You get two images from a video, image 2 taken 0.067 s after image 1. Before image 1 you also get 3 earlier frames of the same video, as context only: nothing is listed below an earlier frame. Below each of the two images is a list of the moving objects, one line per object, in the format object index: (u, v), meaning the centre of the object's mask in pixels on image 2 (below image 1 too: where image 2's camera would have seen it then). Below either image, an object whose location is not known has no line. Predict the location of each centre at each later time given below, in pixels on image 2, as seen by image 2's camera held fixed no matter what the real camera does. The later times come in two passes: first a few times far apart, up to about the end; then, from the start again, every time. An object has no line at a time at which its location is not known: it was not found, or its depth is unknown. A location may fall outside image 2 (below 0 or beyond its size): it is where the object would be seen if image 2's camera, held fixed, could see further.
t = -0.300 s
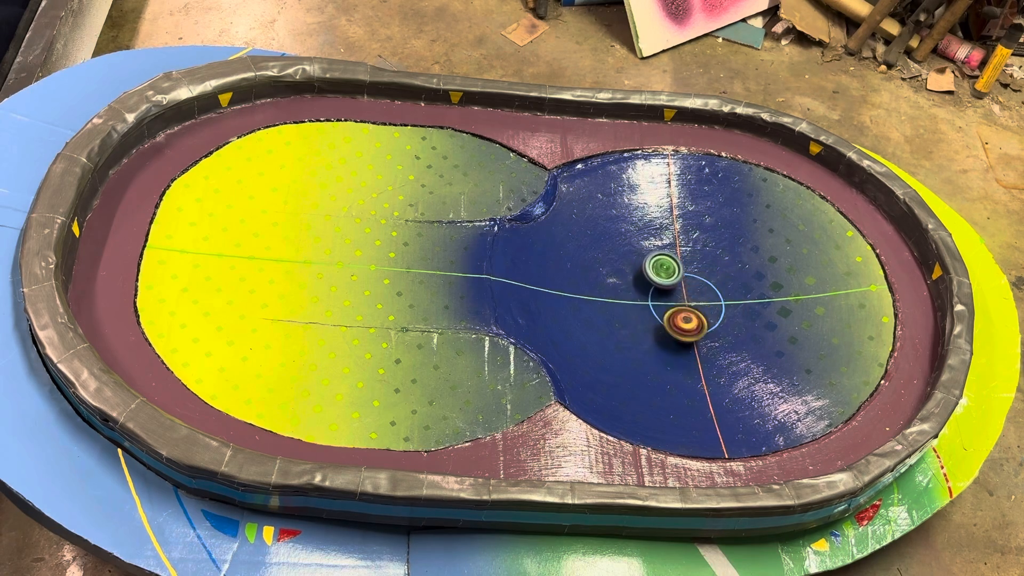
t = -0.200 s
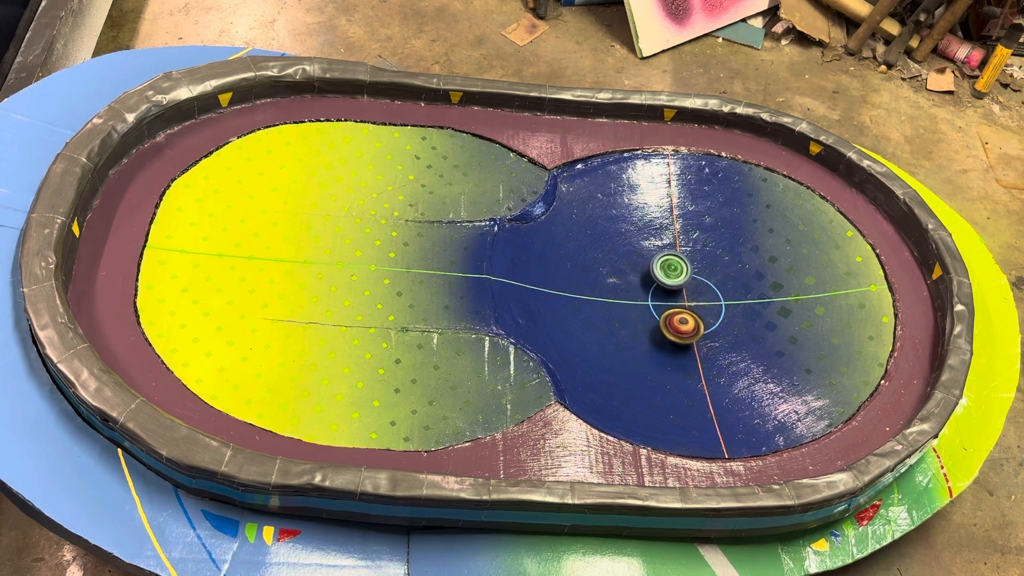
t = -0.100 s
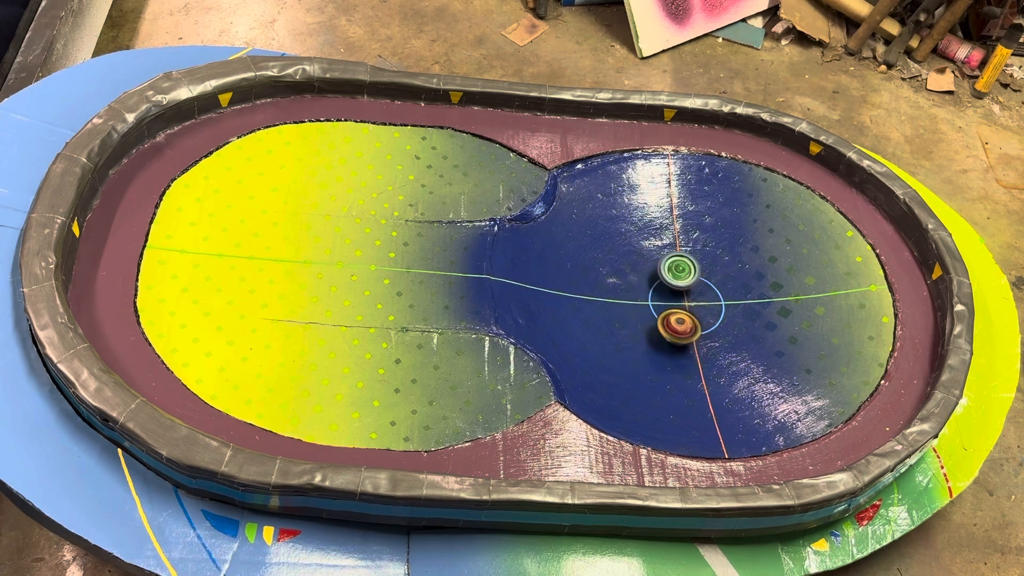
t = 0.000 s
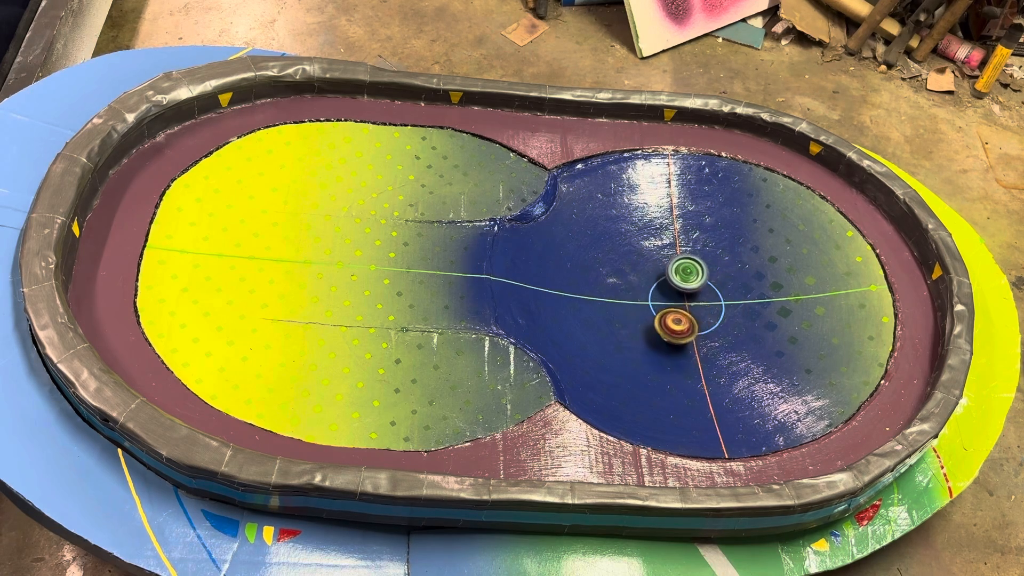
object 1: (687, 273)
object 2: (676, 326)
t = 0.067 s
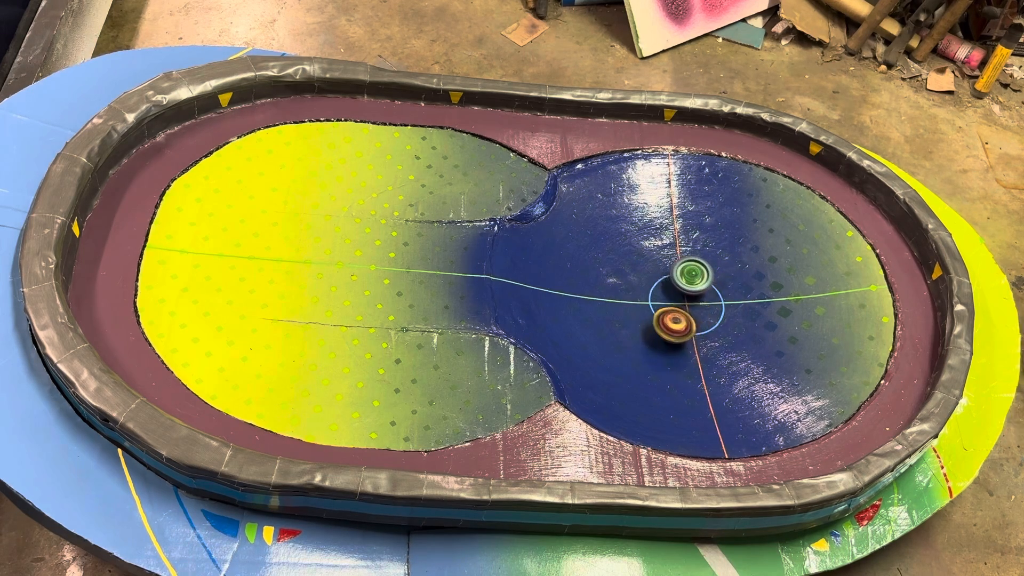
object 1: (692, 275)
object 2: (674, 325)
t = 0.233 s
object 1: (704, 284)
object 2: (672, 320)
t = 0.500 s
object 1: (717, 299)
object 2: (671, 311)
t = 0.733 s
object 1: (718, 312)
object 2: (664, 306)
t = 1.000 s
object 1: (719, 332)
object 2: (660, 287)
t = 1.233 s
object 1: (746, 371)
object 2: (622, 220)
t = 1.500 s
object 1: (730, 365)
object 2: (631, 213)
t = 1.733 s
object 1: (707, 347)
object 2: (656, 229)
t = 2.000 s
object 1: (691, 319)
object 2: (695, 281)
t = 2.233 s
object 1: (662, 345)
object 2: (752, 261)
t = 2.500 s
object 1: (670, 340)
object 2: (754, 262)
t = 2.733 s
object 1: (693, 334)
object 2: (731, 268)
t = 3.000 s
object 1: (713, 329)
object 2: (689, 270)
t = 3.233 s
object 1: (724, 326)
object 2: (665, 267)
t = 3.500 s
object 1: (728, 322)
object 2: (659, 256)
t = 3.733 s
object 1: (723, 313)
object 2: (666, 258)
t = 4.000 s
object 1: (709, 301)
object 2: (674, 273)
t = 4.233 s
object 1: (718, 311)
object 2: (650, 258)
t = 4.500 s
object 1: (715, 310)
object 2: (644, 251)
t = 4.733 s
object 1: (705, 306)
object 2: (650, 258)
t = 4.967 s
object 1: (693, 300)
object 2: (655, 272)
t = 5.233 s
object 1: (697, 301)
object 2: (634, 269)
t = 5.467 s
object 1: (698, 298)
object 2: (631, 268)
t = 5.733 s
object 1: (693, 296)
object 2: (643, 276)
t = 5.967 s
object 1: (695, 295)
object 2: (651, 292)
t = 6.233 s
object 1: (702, 296)
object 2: (637, 296)
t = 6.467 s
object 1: (702, 296)
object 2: (638, 290)
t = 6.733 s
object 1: (702, 297)
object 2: (653, 288)
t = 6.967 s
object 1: (710, 300)
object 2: (646, 284)
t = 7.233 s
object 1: (707, 305)
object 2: (650, 289)
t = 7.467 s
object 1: (702, 305)
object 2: (655, 294)
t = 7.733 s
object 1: (699, 305)
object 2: (650, 292)
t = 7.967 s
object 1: (726, 317)
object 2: (633, 277)
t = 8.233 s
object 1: (725, 320)
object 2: (650, 290)
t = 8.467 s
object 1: (713, 318)
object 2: (657, 305)
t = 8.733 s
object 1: (704, 307)
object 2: (656, 301)
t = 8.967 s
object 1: (712, 301)
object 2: (658, 293)
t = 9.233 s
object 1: (718, 304)
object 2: (666, 288)
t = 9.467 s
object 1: (712, 307)
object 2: (673, 294)
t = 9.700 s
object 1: (714, 311)
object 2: (652, 287)
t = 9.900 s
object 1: (710, 304)
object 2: (661, 281)
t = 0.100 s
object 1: (695, 277)
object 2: (674, 324)
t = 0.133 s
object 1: (697, 279)
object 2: (673, 323)
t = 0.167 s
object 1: (700, 280)
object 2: (673, 322)
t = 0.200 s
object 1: (702, 282)
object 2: (673, 321)
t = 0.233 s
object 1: (704, 284)
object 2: (672, 320)
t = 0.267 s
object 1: (705, 285)
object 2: (672, 319)
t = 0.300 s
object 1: (707, 287)
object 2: (672, 318)
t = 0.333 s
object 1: (709, 289)
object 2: (672, 317)
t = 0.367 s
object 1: (710, 291)
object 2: (672, 315)
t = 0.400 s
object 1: (711, 293)
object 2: (673, 314)
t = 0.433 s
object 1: (712, 296)
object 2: (674, 313)
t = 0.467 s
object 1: (714, 297)
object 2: (674, 312)
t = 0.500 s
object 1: (717, 299)
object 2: (671, 311)
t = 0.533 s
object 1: (719, 301)
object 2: (669, 311)
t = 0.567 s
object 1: (719, 302)
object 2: (668, 310)
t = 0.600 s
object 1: (719, 304)
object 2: (666, 309)
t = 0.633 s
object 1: (719, 306)
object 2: (665, 308)
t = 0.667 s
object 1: (719, 308)
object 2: (665, 307)
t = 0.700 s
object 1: (719, 310)
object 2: (664, 306)
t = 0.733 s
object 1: (718, 312)
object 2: (664, 306)
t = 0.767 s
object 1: (718, 314)
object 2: (663, 305)
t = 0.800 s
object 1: (717, 315)
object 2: (664, 304)
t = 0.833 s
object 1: (716, 316)
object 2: (665, 303)
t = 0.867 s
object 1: (715, 318)
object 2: (666, 302)
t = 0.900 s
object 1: (714, 319)
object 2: (667, 301)
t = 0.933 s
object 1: (712, 320)
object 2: (668, 300)
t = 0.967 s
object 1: (710, 322)
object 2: (669, 299)
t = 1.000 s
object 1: (719, 332)
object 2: (660, 287)
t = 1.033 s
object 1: (727, 342)
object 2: (652, 274)
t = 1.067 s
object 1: (734, 350)
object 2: (645, 262)
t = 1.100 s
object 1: (739, 357)
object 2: (638, 251)
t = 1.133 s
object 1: (743, 363)
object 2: (631, 241)
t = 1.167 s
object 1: (745, 367)
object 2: (627, 232)
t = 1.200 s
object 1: (746, 369)
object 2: (624, 225)
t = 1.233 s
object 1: (746, 371)
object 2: (622, 220)
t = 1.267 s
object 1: (745, 371)
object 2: (621, 217)
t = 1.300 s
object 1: (745, 372)
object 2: (621, 215)
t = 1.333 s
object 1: (743, 371)
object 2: (622, 213)
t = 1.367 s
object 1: (741, 371)
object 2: (623, 212)
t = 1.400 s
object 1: (739, 370)
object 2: (624, 212)
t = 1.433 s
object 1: (736, 369)
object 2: (626, 212)
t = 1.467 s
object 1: (733, 368)
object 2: (629, 212)
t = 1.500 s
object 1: (730, 365)
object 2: (631, 213)
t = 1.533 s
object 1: (727, 363)
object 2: (634, 214)
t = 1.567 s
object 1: (723, 361)
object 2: (638, 215)
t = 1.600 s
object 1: (720, 359)
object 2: (641, 217)
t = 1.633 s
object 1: (716, 356)
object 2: (644, 219)
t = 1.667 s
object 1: (713, 353)
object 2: (648, 222)
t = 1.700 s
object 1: (711, 351)
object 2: (652, 225)
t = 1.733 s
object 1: (707, 347)
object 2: (656, 229)
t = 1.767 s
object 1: (704, 344)
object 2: (661, 234)
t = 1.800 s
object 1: (702, 341)
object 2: (666, 239)
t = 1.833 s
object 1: (699, 337)
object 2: (670, 245)
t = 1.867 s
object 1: (697, 334)
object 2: (675, 252)
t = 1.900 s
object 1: (696, 330)
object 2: (681, 259)
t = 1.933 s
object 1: (694, 326)
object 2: (686, 266)
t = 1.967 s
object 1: (692, 323)
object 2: (690, 273)
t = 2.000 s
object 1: (691, 319)
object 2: (695, 281)
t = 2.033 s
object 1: (688, 321)
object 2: (704, 281)
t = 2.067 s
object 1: (682, 328)
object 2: (715, 276)
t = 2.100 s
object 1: (676, 334)
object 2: (724, 273)
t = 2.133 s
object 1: (671, 339)
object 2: (732, 270)
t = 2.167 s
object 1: (667, 342)
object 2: (740, 267)
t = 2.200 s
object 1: (664, 344)
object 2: (747, 263)
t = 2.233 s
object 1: (662, 345)
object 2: (752, 261)
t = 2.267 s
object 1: (660, 346)
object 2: (757, 259)
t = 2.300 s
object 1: (659, 346)
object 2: (759, 258)
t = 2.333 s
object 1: (659, 345)
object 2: (760, 258)
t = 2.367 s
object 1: (660, 344)
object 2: (759, 258)
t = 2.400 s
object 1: (662, 342)
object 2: (758, 259)
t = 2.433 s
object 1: (665, 341)
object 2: (757, 260)
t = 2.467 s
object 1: (667, 340)
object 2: (756, 260)
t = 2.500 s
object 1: (670, 340)
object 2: (754, 262)
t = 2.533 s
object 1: (674, 339)
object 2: (752, 263)
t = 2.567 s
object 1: (677, 338)
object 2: (748, 264)
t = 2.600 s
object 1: (681, 337)
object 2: (745, 266)
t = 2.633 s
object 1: (684, 337)
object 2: (742, 267)
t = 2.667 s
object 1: (687, 336)
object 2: (738, 267)
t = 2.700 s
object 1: (690, 335)
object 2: (735, 268)
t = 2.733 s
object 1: (693, 334)
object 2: (731, 268)
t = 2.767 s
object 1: (696, 334)
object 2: (726, 268)
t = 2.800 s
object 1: (699, 333)
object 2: (721, 269)
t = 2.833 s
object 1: (701, 332)
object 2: (717, 269)
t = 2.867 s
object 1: (704, 331)
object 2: (711, 269)
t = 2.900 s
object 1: (706, 331)
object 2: (706, 270)
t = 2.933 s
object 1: (708, 330)
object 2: (700, 269)
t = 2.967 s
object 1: (710, 330)
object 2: (694, 270)
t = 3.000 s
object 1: (713, 329)
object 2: (689, 270)
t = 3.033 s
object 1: (714, 328)
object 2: (684, 270)
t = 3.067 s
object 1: (716, 328)
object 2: (680, 270)
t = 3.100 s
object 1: (718, 328)
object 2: (676, 269)
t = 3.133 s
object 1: (719, 327)
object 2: (672, 269)
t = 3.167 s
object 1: (721, 327)
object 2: (670, 268)
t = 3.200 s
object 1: (723, 326)
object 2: (667, 267)
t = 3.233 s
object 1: (724, 326)
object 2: (665, 267)
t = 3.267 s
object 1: (725, 325)
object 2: (663, 266)
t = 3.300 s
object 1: (726, 324)
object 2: (662, 264)
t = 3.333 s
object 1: (726, 324)
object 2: (661, 263)
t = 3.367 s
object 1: (727, 324)
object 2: (660, 261)
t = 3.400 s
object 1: (727, 324)
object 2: (659, 260)
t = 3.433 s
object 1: (728, 323)
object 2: (659, 258)
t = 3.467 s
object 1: (728, 323)
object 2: (659, 257)
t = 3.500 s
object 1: (728, 322)
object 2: (659, 256)
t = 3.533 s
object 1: (728, 321)
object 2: (660, 256)
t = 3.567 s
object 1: (727, 320)
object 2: (661, 256)
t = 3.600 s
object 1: (727, 319)
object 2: (662, 256)
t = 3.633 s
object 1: (726, 317)
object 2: (663, 256)
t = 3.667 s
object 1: (725, 316)
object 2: (664, 257)
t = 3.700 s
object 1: (724, 314)
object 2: (665, 257)
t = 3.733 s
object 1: (723, 313)
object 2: (666, 258)
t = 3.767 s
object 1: (722, 311)
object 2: (668, 260)
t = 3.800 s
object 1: (720, 310)
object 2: (669, 261)
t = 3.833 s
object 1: (719, 308)
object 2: (670, 263)
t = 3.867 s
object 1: (717, 307)
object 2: (672, 264)
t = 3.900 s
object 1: (714, 305)
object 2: (672, 266)
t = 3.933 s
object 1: (712, 304)
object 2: (673, 269)
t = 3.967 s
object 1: (711, 302)
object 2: (673, 271)
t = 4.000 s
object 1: (709, 301)
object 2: (674, 273)
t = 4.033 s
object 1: (709, 301)
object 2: (671, 272)
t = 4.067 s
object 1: (712, 305)
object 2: (666, 268)
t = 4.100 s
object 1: (715, 308)
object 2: (661, 265)
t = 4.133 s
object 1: (716, 310)
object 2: (658, 262)
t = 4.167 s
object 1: (717, 311)
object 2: (654, 260)
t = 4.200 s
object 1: (717, 311)
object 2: (652, 259)
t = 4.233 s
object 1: (718, 311)
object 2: (650, 258)
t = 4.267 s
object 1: (718, 311)
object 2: (649, 257)
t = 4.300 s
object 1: (718, 311)
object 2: (648, 256)
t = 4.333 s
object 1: (718, 311)
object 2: (646, 256)
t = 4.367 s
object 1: (718, 311)
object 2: (645, 254)
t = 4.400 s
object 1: (717, 311)
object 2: (644, 253)
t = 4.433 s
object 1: (716, 310)
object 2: (644, 252)
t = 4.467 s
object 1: (716, 310)
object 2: (643, 251)
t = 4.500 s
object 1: (715, 310)
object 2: (644, 251)
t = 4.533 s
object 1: (713, 309)
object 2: (644, 251)
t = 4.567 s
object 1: (712, 309)
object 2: (644, 252)
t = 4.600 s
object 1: (710, 309)
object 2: (645, 252)
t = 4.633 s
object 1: (709, 308)
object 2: (646, 253)
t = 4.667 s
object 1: (708, 307)
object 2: (647, 255)
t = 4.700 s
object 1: (706, 307)
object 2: (649, 256)
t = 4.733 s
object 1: (705, 306)
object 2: (650, 258)
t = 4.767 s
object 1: (703, 306)
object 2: (651, 260)
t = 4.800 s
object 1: (701, 304)
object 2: (652, 262)
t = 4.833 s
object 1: (699, 304)
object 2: (653, 264)
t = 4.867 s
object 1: (697, 303)
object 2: (654, 266)
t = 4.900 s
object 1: (696, 302)
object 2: (654, 268)
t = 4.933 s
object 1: (694, 300)
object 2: (654, 270)
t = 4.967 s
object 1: (693, 300)
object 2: (655, 272)
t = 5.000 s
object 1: (692, 298)
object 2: (654, 274)
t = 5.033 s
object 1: (691, 297)
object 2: (653, 275)
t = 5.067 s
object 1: (692, 298)
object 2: (651, 274)
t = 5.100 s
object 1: (694, 300)
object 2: (647, 273)
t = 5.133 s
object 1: (696, 302)
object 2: (643, 271)
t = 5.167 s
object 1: (696, 302)
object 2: (640, 271)
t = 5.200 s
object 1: (697, 301)
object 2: (637, 270)
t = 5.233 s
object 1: (697, 301)
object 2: (634, 269)
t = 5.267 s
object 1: (697, 300)
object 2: (633, 268)
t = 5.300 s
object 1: (697, 300)
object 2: (632, 268)
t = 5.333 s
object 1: (698, 299)
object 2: (632, 268)
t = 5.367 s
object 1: (698, 299)
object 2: (631, 268)
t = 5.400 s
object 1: (698, 299)
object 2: (631, 268)
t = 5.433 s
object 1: (698, 298)
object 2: (631, 269)
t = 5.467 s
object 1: (698, 298)
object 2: (631, 268)
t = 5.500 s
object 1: (698, 297)
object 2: (632, 268)
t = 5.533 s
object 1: (697, 296)
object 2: (634, 268)
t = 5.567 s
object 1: (696, 296)
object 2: (636, 269)
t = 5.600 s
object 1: (695, 295)
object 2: (638, 270)
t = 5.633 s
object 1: (694, 294)
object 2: (639, 271)
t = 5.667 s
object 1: (693, 294)
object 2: (640, 272)
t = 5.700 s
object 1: (692, 295)
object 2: (641, 274)
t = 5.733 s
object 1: (693, 296)
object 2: (643, 276)
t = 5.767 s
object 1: (693, 296)
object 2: (645, 278)
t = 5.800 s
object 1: (693, 297)
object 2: (647, 280)
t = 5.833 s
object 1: (694, 297)
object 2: (648, 283)
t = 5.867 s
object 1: (695, 297)
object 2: (650, 286)
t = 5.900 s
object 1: (694, 296)
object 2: (651, 289)
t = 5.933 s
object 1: (695, 296)
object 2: (652, 290)
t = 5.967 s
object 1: (695, 295)
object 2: (651, 292)
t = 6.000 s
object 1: (696, 295)
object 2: (651, 293)
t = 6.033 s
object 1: (698, 296)
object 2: (648, 295)
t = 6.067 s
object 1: (699, 296)
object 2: (645, 295)
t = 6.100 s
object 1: (700, 297)
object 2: (643, 296)
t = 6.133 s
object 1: (701, 296)
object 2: (642, 297)
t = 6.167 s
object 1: (702, 296)
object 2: (639, 297)
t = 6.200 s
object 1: (702, 296)
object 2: (638, 296)
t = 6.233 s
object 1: (702, 296)
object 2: (637, 296)
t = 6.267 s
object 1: (701, 296)
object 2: (636, 296)
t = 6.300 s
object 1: (701, 297)
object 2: (636, 294)
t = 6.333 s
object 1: (701, 296)
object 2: (635, 294)
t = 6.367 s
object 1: (701, 296)
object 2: (636, 292)
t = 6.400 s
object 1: (702, 296)
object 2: (636, 292)
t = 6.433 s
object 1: (702, 296)
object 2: (637, 290)
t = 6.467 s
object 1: (702, 296)
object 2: (638, 290)
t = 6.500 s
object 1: (701, 296)
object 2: (639, 289)
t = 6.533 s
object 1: (701, 296)
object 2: (641, 289)
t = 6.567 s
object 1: (700, 296)
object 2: (643, 288)
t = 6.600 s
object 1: (700, 296)
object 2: (645, 288)
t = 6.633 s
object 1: (700, 296)
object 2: (648, 288)
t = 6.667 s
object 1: (699, 296)
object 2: (652, 289)
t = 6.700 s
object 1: (699, 296)
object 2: (654, 289)
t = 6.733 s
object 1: (702, 297)
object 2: (653, 288)
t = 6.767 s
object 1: (706, 298)
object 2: (652, 285)
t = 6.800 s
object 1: (708, 299)
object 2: (649, 284)
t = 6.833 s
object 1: (709, 299)
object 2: (648, 282)
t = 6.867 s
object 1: (710, 299)
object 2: (648, 283)
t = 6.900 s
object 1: (710, 299)
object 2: (647, 283)
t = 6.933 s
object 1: (710, 299)
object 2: (647, 284)
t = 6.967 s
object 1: (710, 300)
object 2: (646, 284)
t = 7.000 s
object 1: (709, 301)
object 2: (645, 284)
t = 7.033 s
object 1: (709, 301)
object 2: (645, 284)
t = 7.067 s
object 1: (708, 302)
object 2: (646, 285)
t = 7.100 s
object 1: (708, 302)
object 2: (646, 285)
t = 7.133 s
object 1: (707, 303)
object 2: (647, 286)
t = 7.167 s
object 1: (707, 304)
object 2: (647, 286)
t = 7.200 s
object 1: (707, 305)
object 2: (649, 288)
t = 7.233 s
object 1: (707, 305)
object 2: (650, 289)
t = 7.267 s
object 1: (706, 305)
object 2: (650, 289)
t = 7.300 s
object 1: (706, 305)
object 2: (652, 290)
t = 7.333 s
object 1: (705, 305)
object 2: (653, 291)
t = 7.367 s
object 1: (704, 305)
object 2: (654, 291)
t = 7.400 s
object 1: (703, 305)
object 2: (655, 292)
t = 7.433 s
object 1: (703, 305)
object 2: (655, 293)
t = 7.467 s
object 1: (702, 305)
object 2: (655, 294)
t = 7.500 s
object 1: (701, 305)
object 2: (655, 295)
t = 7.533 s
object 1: (702, 306)
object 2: (654, 295)
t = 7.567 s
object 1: (702, 306)
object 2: (652, 294)
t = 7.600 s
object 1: (701, 306)
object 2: (651, 294)
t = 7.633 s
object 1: (701, 305)
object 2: (651, 293)
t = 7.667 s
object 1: (699, 305)
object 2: (651, 293)
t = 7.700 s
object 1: (699, 304)
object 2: (651, 293)
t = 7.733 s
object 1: (699, 305)
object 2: (650, 292)
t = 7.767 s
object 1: (707, 308)
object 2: (643, 288)
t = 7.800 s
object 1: (713, 311)
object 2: (637, 284)
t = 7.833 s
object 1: (719, 313)
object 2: (633, 281)
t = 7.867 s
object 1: (723, 314)
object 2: (631, 278)
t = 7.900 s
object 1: (725, 316)
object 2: (631, 277)
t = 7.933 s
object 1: (726, 317)
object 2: (632, 276)
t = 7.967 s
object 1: (726, 317)
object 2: (633, 277)
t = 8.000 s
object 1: (727, 317)
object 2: (635, 278)
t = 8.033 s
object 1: (727, 317)
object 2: (636, 280)
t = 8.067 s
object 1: (728, 318)
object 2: (638, 280)
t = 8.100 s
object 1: (728, 319)
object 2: (641, 281)
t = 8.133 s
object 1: (728, 319)
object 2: (643, 283)
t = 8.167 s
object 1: (727, 320)
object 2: (646, 285)
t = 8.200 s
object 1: (726, 320)
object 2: (648, 288)
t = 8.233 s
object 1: (725, 320)
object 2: (650, 290)
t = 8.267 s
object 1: (724, 321)
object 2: (652, 292)
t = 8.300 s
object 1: (722, 321)
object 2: (654, 295)
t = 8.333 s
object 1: (720, 321)
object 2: (655, 297)
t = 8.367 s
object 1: (719, 320)
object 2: (655, 300)
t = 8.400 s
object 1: (717, 320)
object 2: (656, 302)
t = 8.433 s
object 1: (715, 319)
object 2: (656, 304)
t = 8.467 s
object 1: (713, 318)
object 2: (657, 305)
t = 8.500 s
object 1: (711, 316)
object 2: (656, 305)
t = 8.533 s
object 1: (710, 315)
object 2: (655, 305)
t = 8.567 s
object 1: (709, 314)
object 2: (654, 305)
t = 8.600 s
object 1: (707, 312)
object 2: (654, 304)
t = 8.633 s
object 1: (706, 311)
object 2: (654, 304)
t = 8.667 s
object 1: (705, 310)
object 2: (655, 303)
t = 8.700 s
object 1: (705, 308)
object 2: (656, 303)
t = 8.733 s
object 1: (704, 307)
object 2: (656, 301)
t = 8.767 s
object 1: (704, 305)
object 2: (657, 299)
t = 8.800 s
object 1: (704, 304)
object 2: (658, 300)
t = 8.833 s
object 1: (704, 303)
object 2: (660, 301)
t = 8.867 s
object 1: (705, 302)
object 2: (659, 300)
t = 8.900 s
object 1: (706, 302)
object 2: (660, 297)
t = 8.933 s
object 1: (708, 301)
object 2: (661, 296)
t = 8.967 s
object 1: (712, 301)
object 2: (658, 293)
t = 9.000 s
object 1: (714, 302)
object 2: (657, 292)
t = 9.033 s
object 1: (716, 302)
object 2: (659, 291)
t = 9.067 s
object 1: (716, 302)
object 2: (660, 290)
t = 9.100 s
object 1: (717, 302)
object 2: (662, 288)
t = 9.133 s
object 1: (717, 302)
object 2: (663, 288)
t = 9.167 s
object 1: (718, 303)
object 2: (665, 288)
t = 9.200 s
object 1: (718, 303)
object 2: (666, 288)
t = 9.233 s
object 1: (718, 304)
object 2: (666, 288)
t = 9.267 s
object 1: (718, 304)
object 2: (668, 289)
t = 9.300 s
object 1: (718, 305)
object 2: (669, 289)
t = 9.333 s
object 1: (717, 305)
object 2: (670, 290)
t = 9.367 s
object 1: (716, 306)
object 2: (670, 290)
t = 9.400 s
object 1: (715, 306)
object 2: (671, 291)
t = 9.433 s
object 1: (714, 307)
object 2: (672, 292)
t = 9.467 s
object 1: (712, 307)
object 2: (673, 294)
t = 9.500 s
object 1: (713, 309)
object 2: (670, 294)
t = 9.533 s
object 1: (716, 310)
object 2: (665, 294)
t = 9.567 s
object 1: (717, 312)
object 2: (662, 294)
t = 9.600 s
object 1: (718, 312)
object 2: (659, 292)
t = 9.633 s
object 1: (717, 312)
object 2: (657, 291)
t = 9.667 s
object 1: (715, 311)
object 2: (654, 288)
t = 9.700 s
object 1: (714, 311)
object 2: (652, 287)
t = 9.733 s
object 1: (713, 310)
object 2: (651, 285)
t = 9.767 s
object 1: (712, 309)
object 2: (651, 285)
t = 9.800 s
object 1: (712, 308)
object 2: (655, 284)
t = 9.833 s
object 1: (711, 306)
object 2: (658, 283)
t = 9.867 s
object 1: (711, 305)
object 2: (659, 282)
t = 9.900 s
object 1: (710, 304)
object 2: (661, 281)
